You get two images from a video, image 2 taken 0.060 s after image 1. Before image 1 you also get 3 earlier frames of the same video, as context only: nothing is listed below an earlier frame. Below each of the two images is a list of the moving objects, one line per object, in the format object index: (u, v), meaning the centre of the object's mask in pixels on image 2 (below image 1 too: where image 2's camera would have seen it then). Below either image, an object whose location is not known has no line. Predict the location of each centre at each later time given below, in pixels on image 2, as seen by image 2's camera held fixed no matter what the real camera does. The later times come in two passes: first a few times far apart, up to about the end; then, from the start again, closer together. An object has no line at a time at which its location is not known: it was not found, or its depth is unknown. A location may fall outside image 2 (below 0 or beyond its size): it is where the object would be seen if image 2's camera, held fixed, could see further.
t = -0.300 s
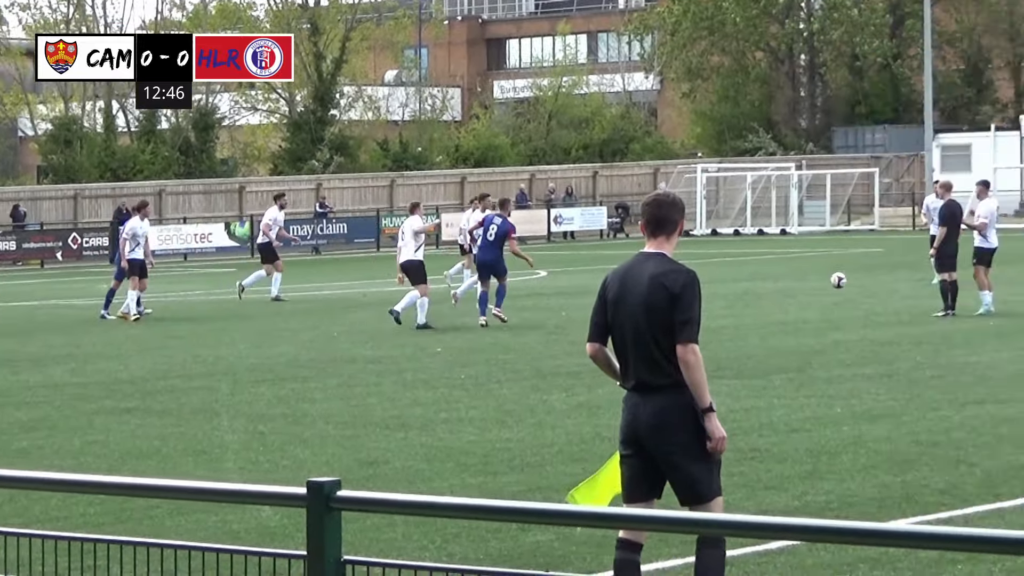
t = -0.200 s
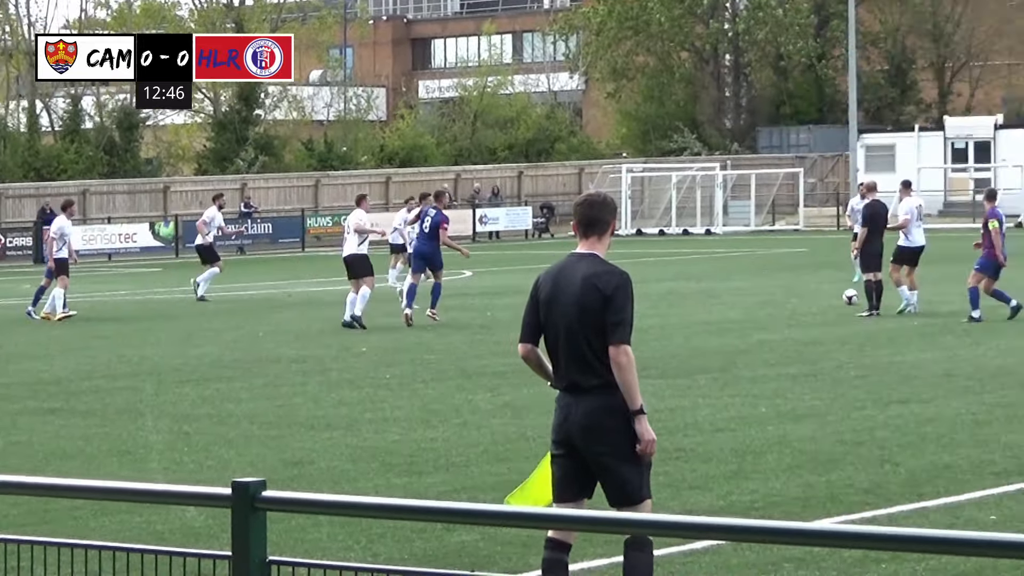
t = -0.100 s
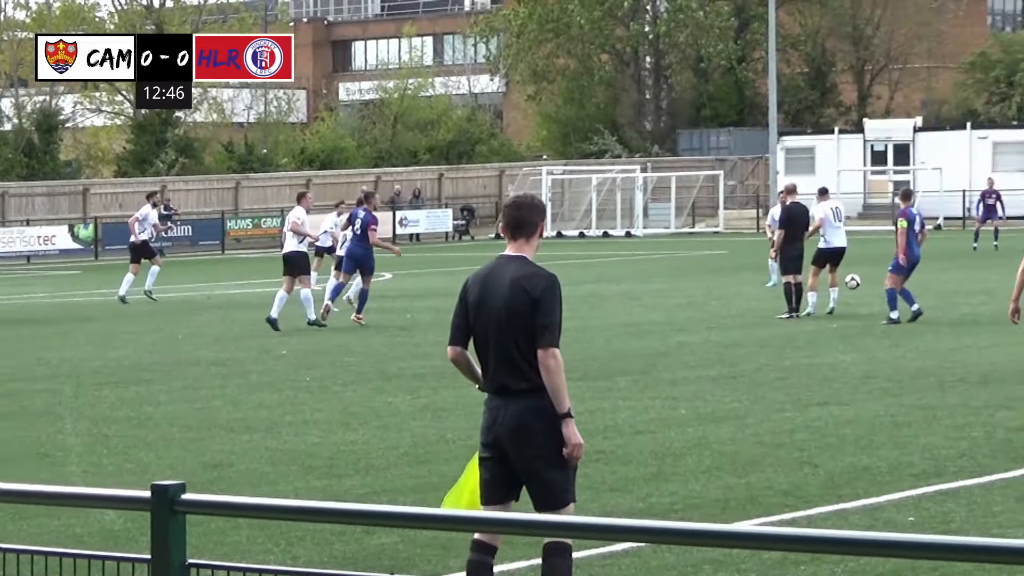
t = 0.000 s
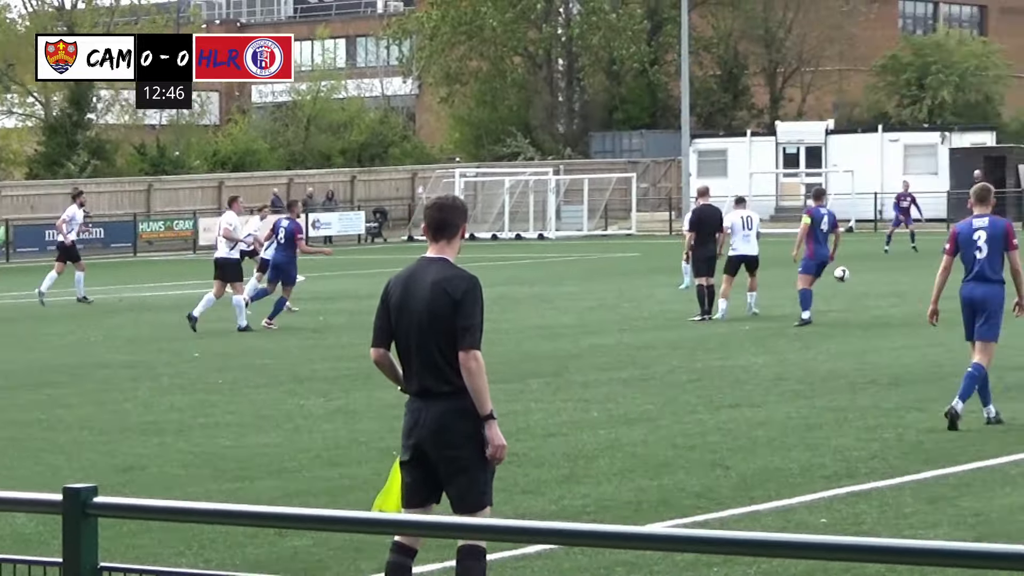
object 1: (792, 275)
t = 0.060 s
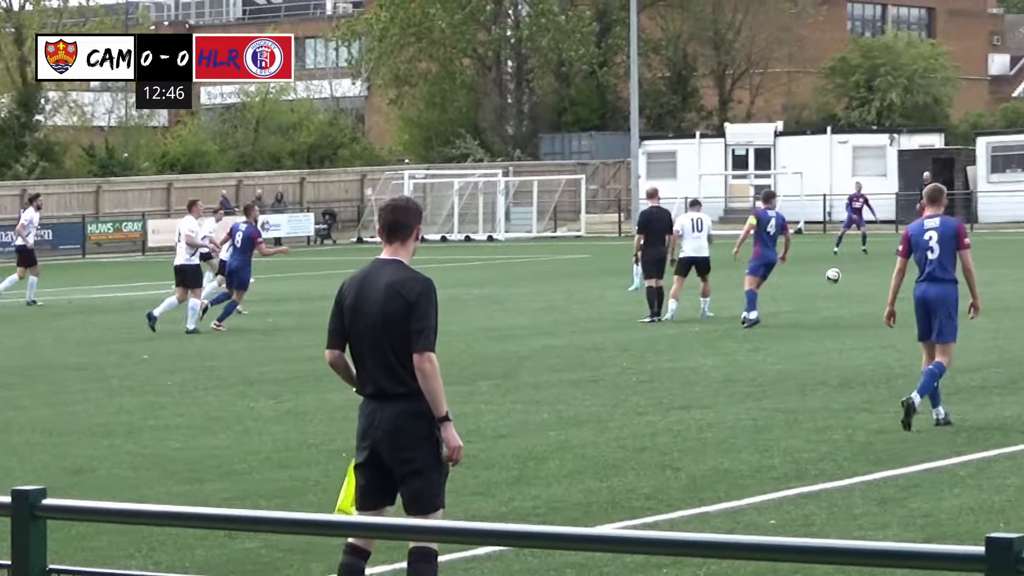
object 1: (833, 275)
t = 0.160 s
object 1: (898, 284)
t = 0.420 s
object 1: (1063, 273)
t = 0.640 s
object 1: (1192, 279)
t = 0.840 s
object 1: (1304, 280)
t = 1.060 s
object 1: (1421, 274)
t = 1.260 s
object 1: (1525, 269)
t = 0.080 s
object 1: (847, 276)
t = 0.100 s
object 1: (860, 277)
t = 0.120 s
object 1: (873, 279)
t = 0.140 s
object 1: (886, 281)
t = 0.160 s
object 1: (898, 284)
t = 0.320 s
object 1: (1000, 277)
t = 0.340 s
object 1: (1013, 275)
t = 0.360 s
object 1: (1026, 274)
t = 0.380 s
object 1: (1038, 273)
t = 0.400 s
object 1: (1050, 272)
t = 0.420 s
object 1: (1063, 273)
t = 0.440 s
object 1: (1075, 272)
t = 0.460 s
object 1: (1087, 273)
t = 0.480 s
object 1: (1099, 274)
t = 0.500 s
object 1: (1111, 275)
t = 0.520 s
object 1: (1123, 277)
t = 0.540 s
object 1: (1134, 279)
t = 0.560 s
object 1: (1145, 281)
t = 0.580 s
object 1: (1157, 284)
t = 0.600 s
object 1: (1168, 283)
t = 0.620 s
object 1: (1180, 281)
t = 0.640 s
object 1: (1192, 279)
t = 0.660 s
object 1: (1204, 278)
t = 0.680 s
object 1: (1215, 277)
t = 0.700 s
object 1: (1227, 276)
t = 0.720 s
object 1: (1238, 276)
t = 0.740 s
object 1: (1249, 276)
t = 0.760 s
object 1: (1261, 277)
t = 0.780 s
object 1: (1272, 277)
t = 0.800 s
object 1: (1282, 278)
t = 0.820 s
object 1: (1294, 280)
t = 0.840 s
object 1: (1304, 280)
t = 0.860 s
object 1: (1315, 278)
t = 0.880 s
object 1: (1326, 276)
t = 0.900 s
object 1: (1337, 275)
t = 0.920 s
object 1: (1348, 274)
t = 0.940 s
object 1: (1358, 273)
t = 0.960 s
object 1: (1369, 272)
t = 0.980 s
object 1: (1380, 272)
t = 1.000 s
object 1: (1391, 272)
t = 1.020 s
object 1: (1401, 273)
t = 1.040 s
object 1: (1411, 273)
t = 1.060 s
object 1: (1421, 274)
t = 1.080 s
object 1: (1432, 275)
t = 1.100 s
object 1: (1442, 277)
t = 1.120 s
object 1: (1453, 276)
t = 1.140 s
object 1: (1463, 274)
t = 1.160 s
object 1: (1474, 273)
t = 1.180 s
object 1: (1484, 271)
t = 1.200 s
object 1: (1494, 270)
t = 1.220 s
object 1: (1504, 269)
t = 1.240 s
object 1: (1515, 269)
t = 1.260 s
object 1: (1525, 269)
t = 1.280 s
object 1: (1535, 269)
